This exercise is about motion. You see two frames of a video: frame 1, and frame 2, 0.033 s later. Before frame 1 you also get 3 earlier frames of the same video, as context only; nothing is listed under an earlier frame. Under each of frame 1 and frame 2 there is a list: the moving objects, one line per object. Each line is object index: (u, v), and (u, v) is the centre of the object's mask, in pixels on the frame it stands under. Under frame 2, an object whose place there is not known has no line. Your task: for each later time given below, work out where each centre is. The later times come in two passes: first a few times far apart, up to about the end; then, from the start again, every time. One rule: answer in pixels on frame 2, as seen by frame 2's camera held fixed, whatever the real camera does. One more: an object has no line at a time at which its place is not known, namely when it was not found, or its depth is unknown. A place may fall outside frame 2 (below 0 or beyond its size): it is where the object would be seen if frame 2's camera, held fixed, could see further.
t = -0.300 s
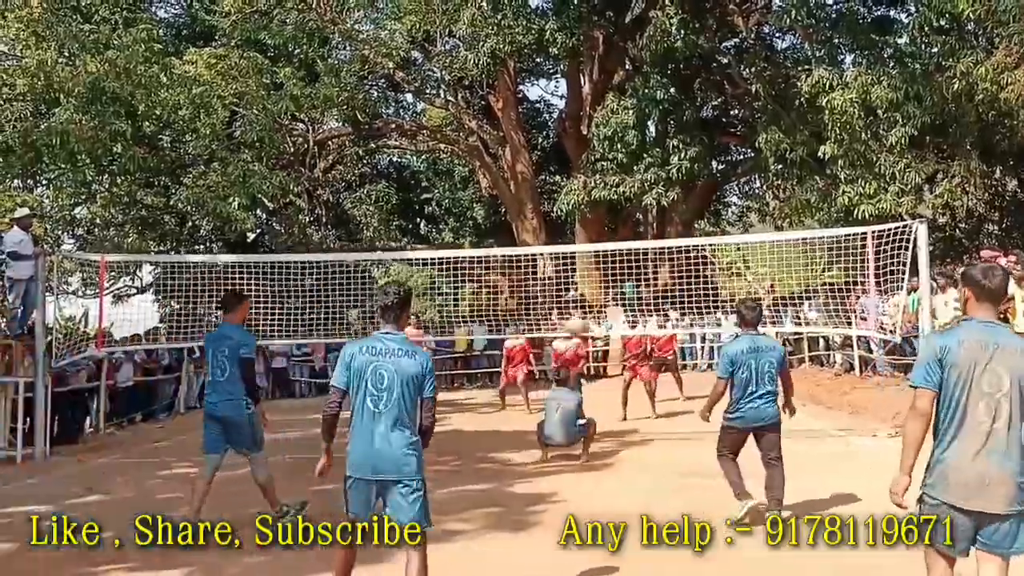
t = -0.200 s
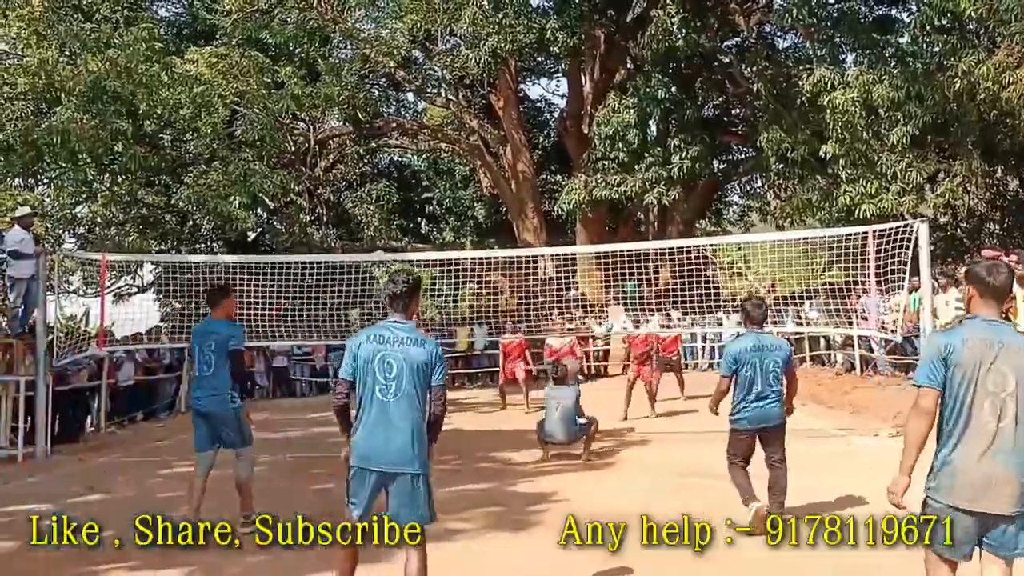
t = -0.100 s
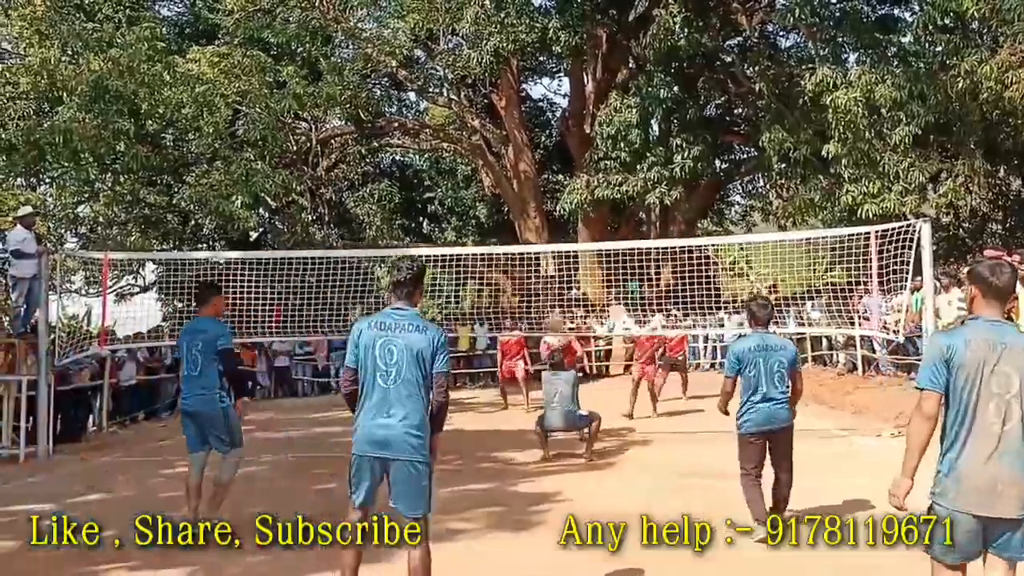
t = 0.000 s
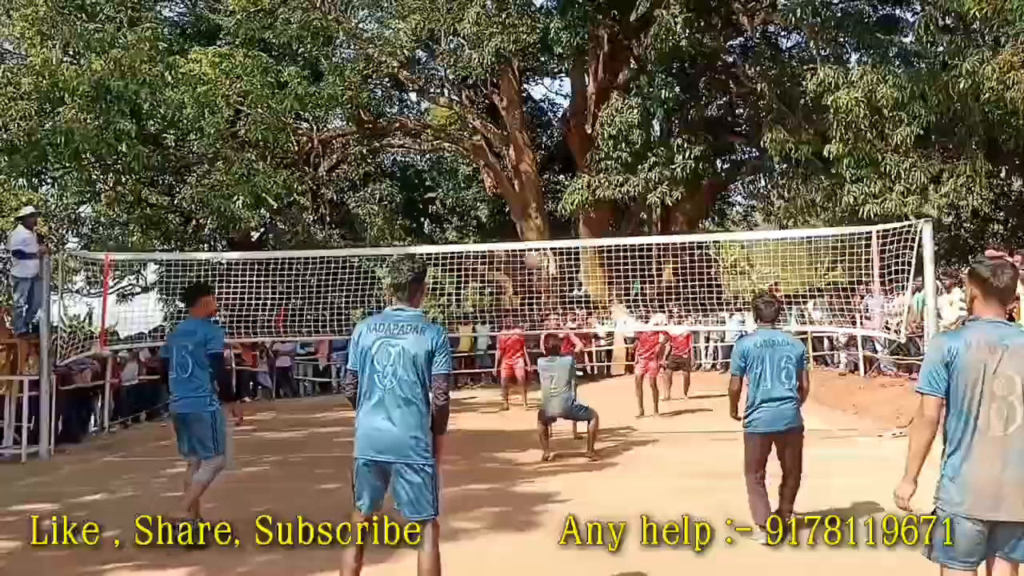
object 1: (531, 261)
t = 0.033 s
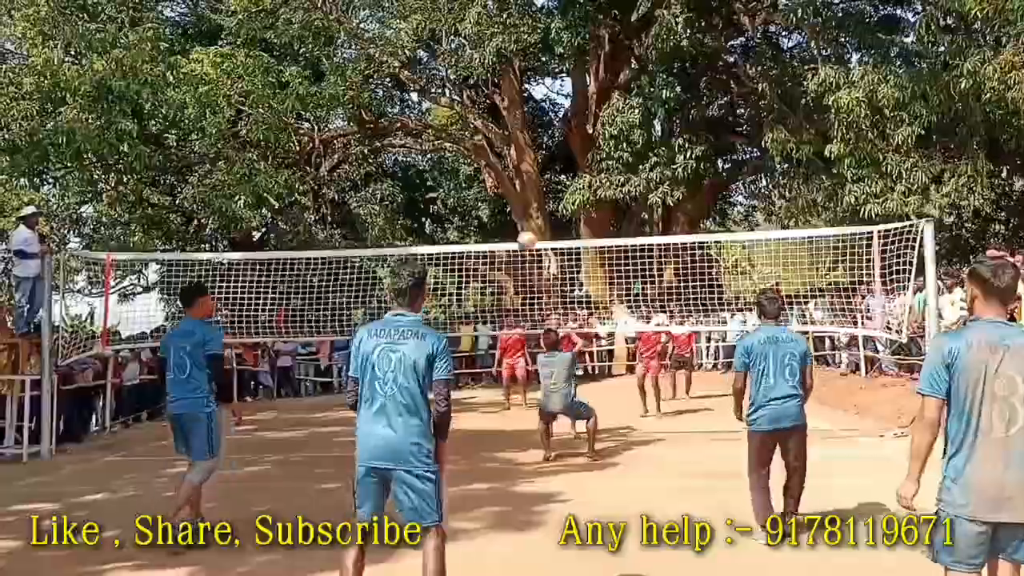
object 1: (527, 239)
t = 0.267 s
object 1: (470, 129)
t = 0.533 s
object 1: (396, 48)
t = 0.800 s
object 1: (307, 31)
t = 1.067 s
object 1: (205, 106)
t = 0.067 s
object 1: (518, 223)
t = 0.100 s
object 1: (510, 206)
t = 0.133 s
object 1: (503, 188)
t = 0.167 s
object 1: (493, 171)
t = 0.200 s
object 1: (486, 155)
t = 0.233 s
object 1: (477, 142)
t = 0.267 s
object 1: (470, 129)
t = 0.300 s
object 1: (461, 115)
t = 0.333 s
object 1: (450, 101)
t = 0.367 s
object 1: (442, 91)
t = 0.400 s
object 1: (433, 79)
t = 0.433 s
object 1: (422, 69)
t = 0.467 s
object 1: (415, 61)
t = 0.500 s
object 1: (406, 55)
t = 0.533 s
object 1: (396, 48)
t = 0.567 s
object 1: (385, 40)
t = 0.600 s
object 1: (376, 36)
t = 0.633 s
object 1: (364, 32)
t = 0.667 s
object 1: (352, 28)
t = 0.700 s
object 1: (340, 26)
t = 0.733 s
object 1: (330, 27)
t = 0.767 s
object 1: (319, 27)
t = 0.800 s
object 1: (307, 31)
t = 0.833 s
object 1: (295, 35)
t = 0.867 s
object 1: (283, 39)
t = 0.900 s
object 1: (272, 46)
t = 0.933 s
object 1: (258, 55)
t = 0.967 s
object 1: (244, 64)
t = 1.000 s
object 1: (233, 76)
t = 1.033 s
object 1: (219, 91)
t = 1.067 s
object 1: (205, 106)
